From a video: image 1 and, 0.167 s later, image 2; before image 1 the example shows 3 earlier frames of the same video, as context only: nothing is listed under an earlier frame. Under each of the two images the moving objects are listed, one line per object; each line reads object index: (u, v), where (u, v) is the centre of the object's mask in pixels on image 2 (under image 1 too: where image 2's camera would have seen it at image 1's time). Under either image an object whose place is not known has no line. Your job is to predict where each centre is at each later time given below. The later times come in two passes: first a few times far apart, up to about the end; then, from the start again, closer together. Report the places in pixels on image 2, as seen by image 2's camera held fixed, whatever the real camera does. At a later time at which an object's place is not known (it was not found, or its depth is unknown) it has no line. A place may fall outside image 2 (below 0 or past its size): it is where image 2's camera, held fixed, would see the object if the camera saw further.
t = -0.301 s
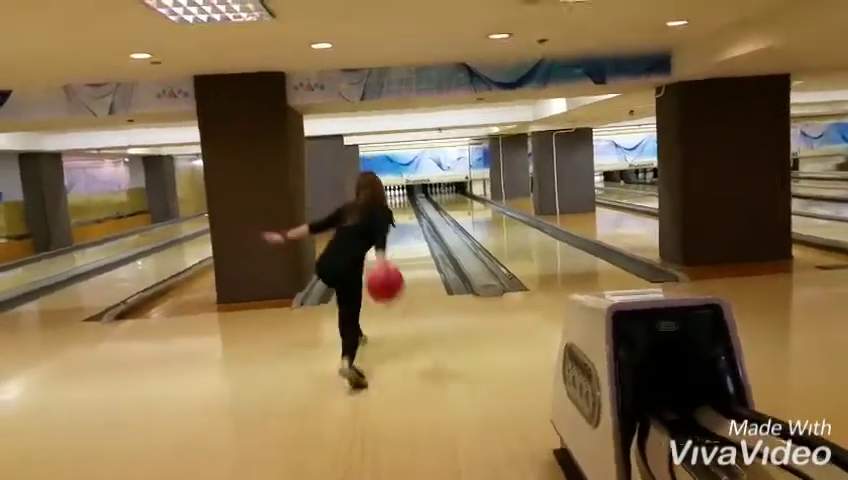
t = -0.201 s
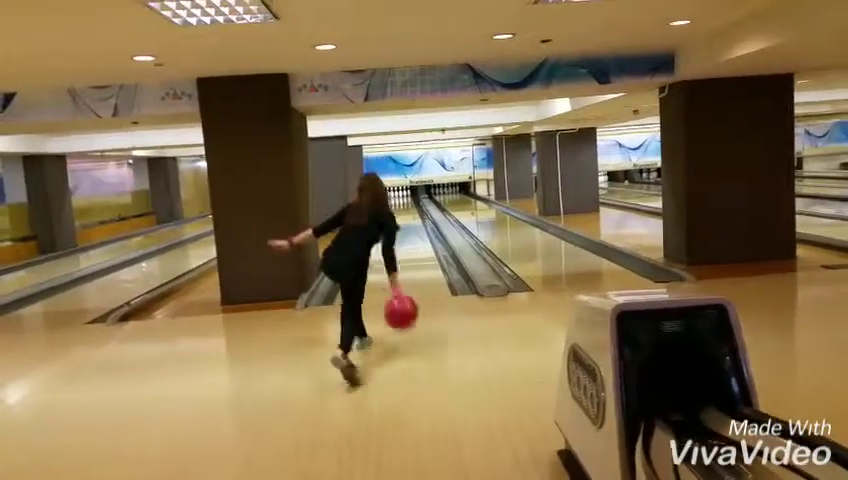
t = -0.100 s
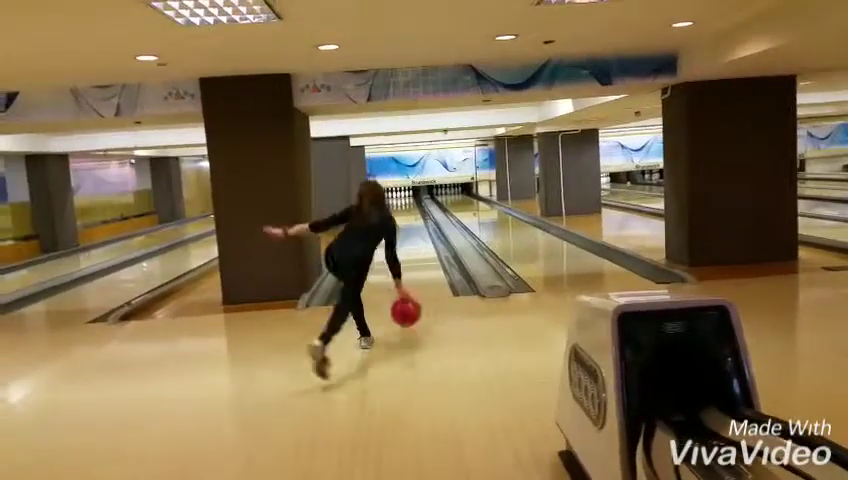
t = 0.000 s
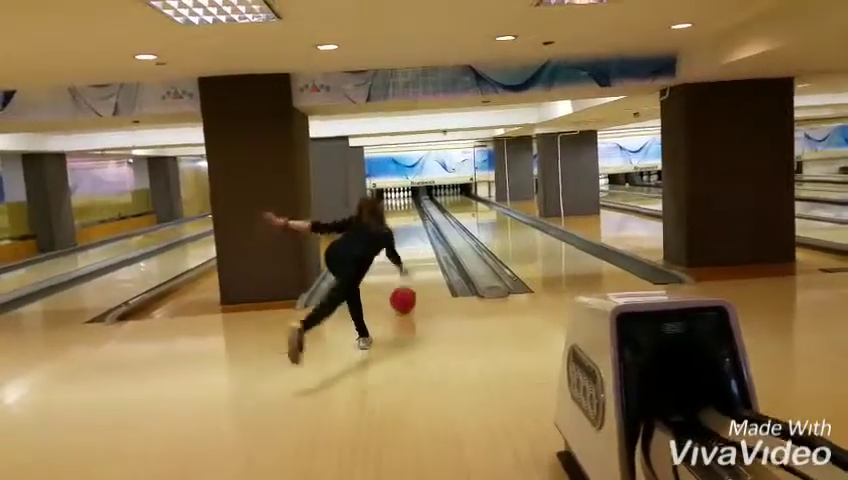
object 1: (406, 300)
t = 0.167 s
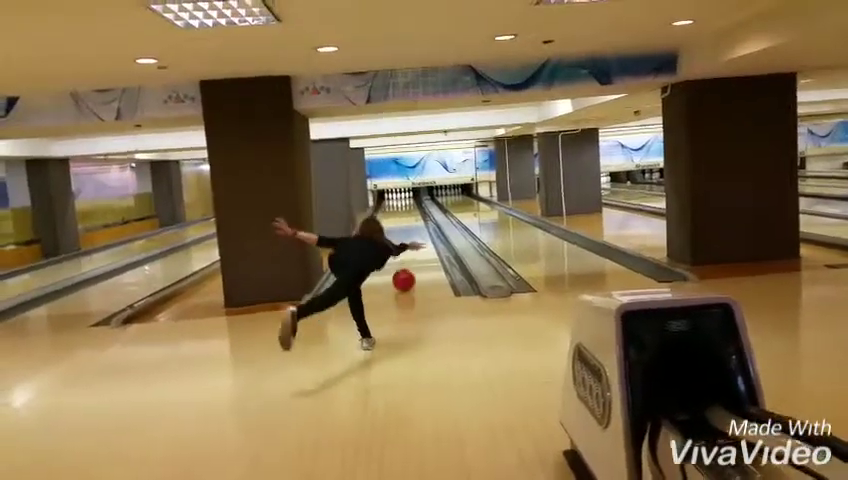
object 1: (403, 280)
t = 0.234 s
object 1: (402, 273)
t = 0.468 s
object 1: (400, 256)
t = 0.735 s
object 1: (398, 241)
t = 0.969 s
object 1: (397, 233)
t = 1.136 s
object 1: (396, 233)
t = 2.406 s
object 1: (395, 205)
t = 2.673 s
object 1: (394, 205)
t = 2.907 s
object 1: (392, 204)
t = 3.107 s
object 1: (391, 204)
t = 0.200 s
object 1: (403, 276)
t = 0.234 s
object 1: (402, 273)
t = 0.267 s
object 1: (402, 270)
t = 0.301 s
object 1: (401, 268)
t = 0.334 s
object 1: (401, 266)
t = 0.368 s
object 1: (400, 264)
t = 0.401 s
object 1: (400, 261)
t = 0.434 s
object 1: (400, 259)
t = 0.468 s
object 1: (400, 256)
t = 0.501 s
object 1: (399, 253)
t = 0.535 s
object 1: (399, 251)
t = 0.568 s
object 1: (399, 250)
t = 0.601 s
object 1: (399, 248)
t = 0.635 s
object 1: (399, 246)
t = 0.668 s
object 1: (398, 245)
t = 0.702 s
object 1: (398, 243)
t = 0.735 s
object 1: (398, 241)
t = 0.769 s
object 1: (398, 240)
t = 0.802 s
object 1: (397, 238)
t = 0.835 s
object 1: (397, 237)
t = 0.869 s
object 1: (397, 237)
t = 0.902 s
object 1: (398, 237)
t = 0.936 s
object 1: (398, 234)
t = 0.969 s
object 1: (397, 233)
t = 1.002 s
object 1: (397, 232)
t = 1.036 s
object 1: (397, 232)
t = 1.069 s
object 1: (396, 232)
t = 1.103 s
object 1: (397, 233)
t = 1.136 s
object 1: (396, 233)
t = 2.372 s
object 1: (396, 205)
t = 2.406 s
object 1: (395, 205)
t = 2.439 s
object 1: (395, 206)
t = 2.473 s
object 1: (394, 206)
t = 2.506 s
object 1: (395, 205)
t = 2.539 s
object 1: (395, 206)
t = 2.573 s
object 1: (394, 205)
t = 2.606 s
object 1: (394, 206)
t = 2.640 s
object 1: (394, 206)
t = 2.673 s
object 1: (394, 205)
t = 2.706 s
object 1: (394, 205)
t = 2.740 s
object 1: (394, 205)
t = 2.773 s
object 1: (393, 205)
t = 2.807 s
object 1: (393, 205)
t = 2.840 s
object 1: (392, 204)
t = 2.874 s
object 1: (392, 205)
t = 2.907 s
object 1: (392, 204)
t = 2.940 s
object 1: (392, 204)
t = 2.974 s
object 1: (392, 205)
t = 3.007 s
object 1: (392, 204)
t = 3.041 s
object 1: (392, 204)
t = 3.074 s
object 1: (391, 204)
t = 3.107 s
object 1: (391, 204)
